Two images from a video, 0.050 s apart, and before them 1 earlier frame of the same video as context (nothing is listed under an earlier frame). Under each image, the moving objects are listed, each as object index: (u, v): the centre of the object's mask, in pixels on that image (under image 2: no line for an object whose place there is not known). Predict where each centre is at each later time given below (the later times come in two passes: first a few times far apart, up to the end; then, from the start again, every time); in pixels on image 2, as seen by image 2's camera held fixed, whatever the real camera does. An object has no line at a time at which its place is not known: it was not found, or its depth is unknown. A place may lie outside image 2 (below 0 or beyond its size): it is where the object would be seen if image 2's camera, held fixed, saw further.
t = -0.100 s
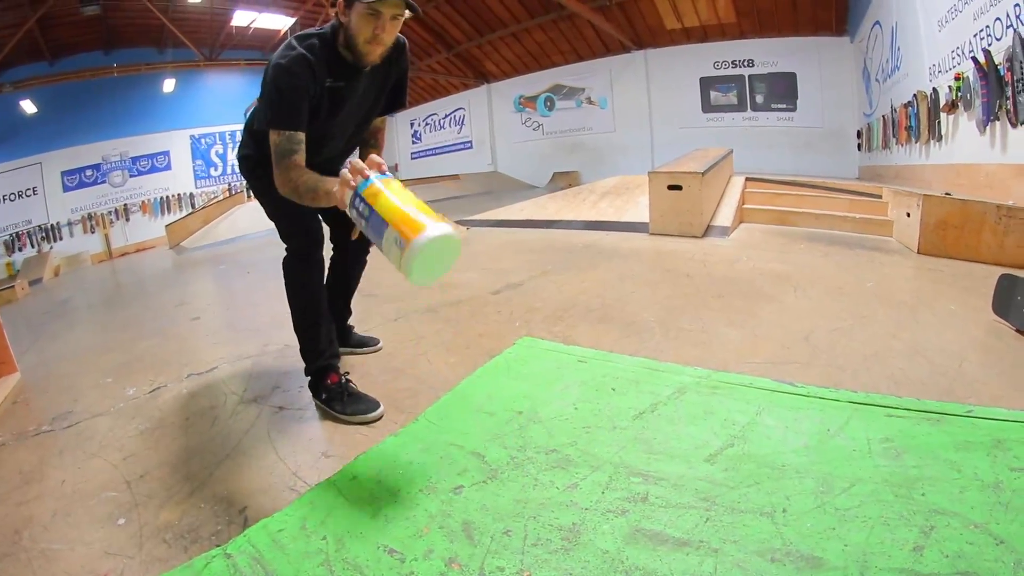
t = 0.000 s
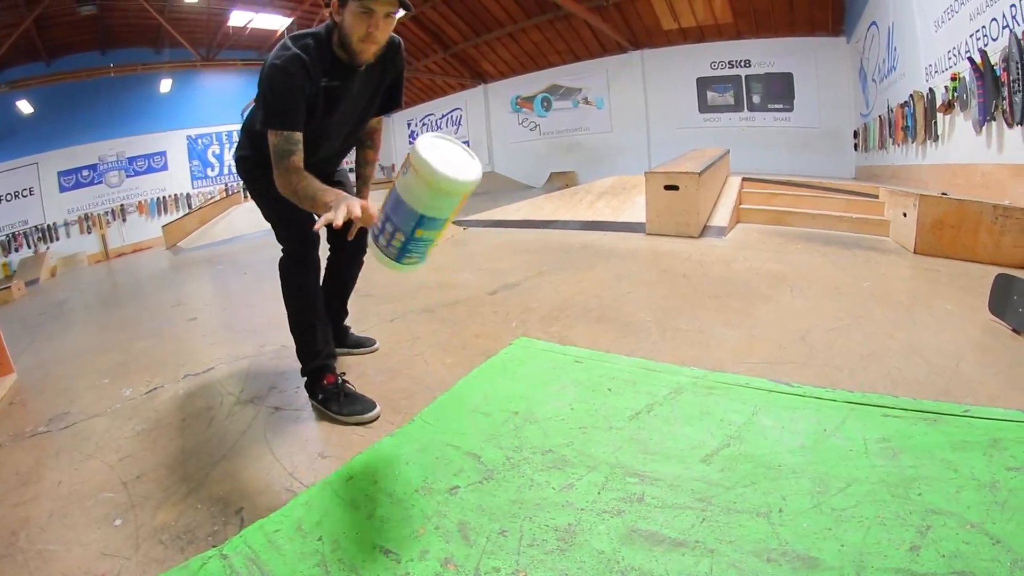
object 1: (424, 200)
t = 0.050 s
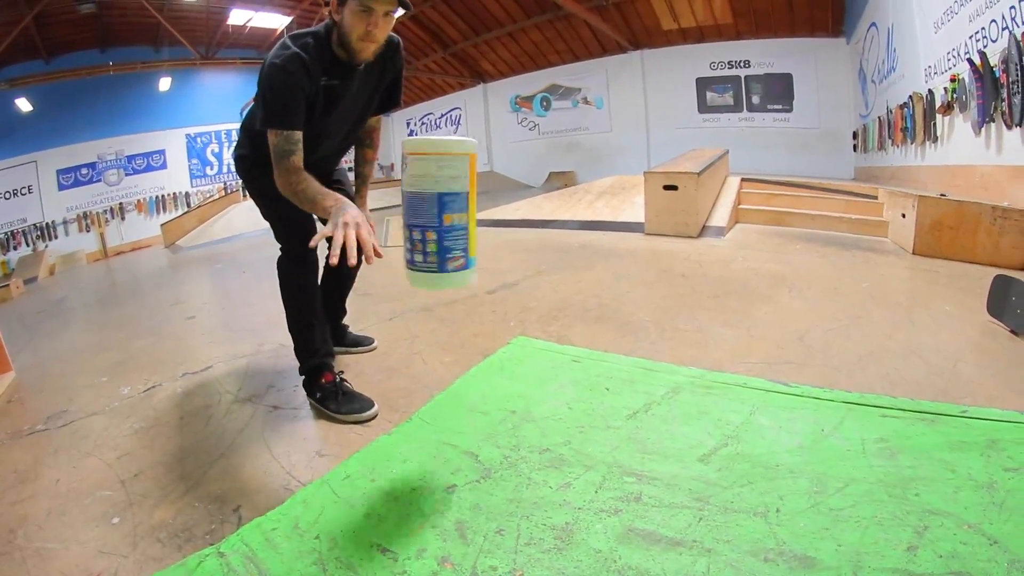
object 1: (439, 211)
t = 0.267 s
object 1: (509, 376)
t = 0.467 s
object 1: (592, 423)
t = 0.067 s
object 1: (447, 213)
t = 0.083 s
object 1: (454, 217)
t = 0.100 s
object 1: (463, 225)
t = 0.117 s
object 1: (473, 233)
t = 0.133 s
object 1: (482, 240)
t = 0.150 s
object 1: (490, 249)
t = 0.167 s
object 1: (497, 257)
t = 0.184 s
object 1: (502, 269)
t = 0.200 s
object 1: (505, 283)
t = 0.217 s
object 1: (507, 299)
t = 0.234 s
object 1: (507, 321)
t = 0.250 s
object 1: (507, 346)
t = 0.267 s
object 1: (509, 376)
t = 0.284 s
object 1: (511, 402)
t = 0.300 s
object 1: (518, 406)
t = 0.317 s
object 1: (527, 409)
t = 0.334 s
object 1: (536, 408)
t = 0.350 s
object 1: (544, 407)
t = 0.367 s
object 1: (552, 407)
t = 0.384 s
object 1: (558, 408)
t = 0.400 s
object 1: (565, 409)
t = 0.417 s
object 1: (572, 411)
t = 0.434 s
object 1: (579, 414)
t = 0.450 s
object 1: (585, 418)
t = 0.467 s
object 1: (592, 423)
